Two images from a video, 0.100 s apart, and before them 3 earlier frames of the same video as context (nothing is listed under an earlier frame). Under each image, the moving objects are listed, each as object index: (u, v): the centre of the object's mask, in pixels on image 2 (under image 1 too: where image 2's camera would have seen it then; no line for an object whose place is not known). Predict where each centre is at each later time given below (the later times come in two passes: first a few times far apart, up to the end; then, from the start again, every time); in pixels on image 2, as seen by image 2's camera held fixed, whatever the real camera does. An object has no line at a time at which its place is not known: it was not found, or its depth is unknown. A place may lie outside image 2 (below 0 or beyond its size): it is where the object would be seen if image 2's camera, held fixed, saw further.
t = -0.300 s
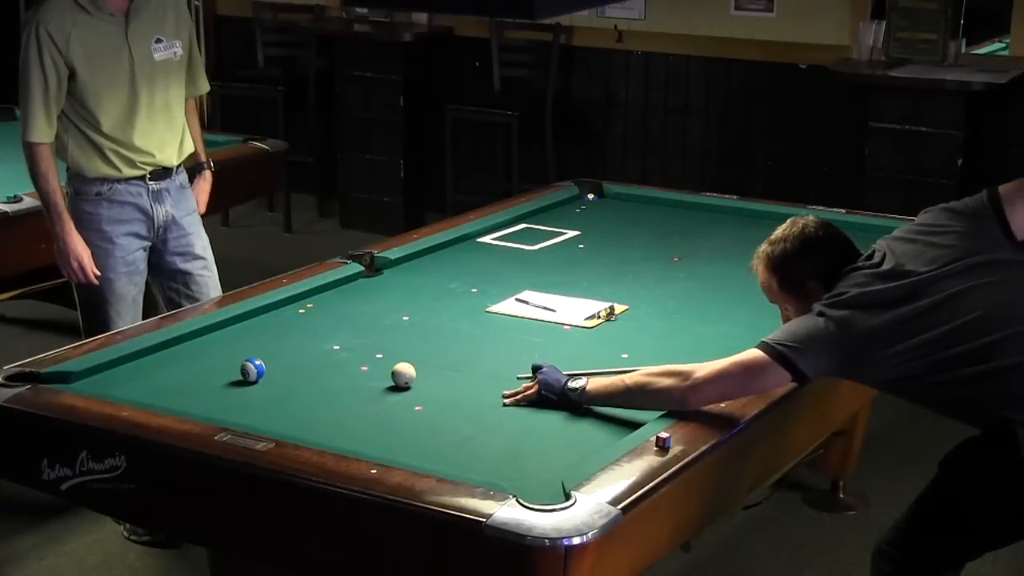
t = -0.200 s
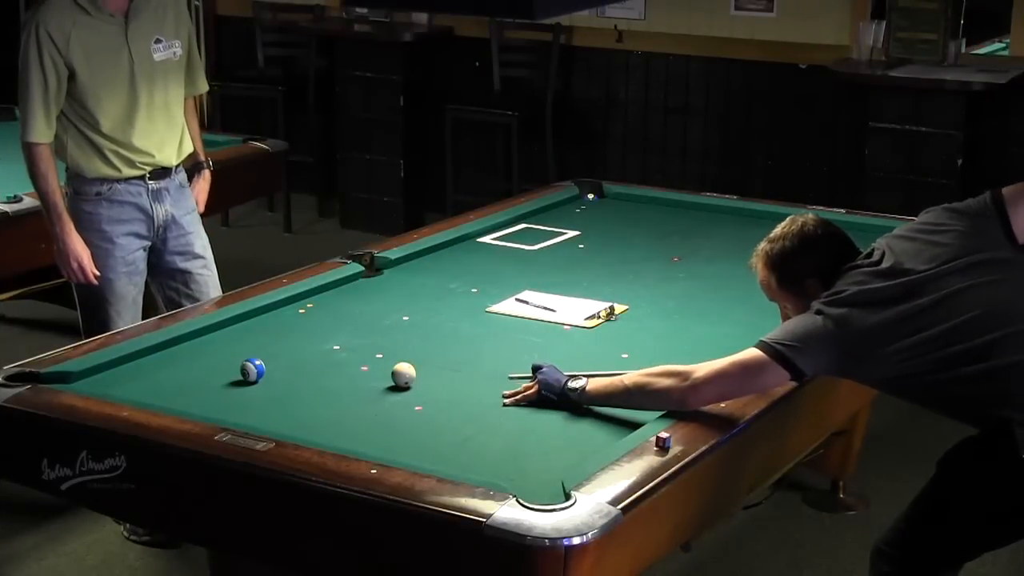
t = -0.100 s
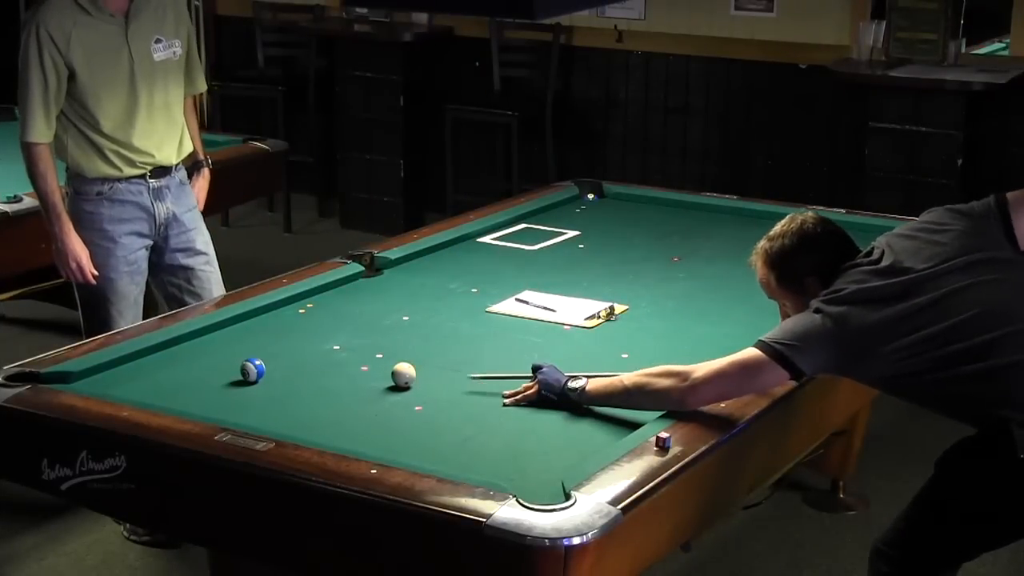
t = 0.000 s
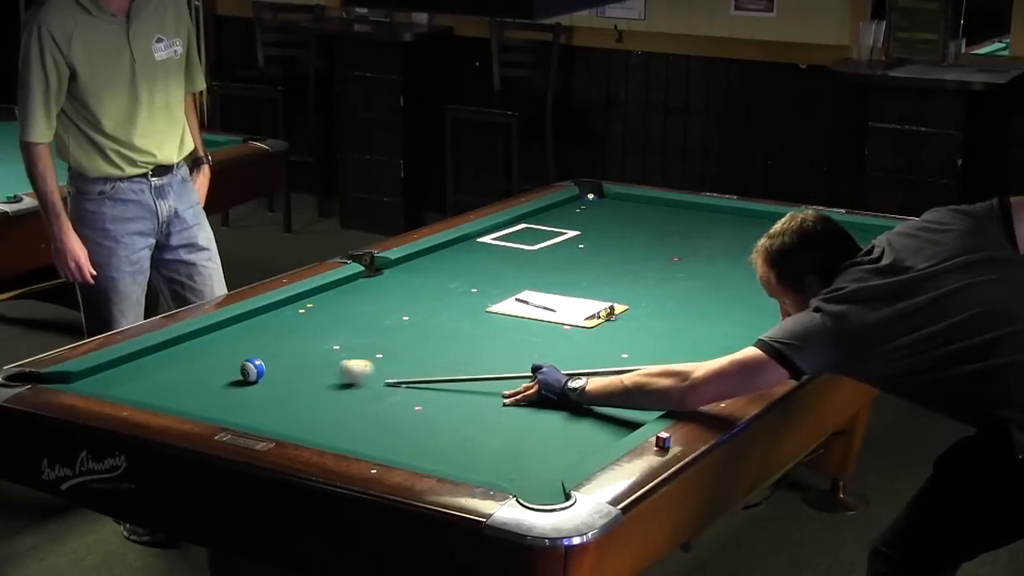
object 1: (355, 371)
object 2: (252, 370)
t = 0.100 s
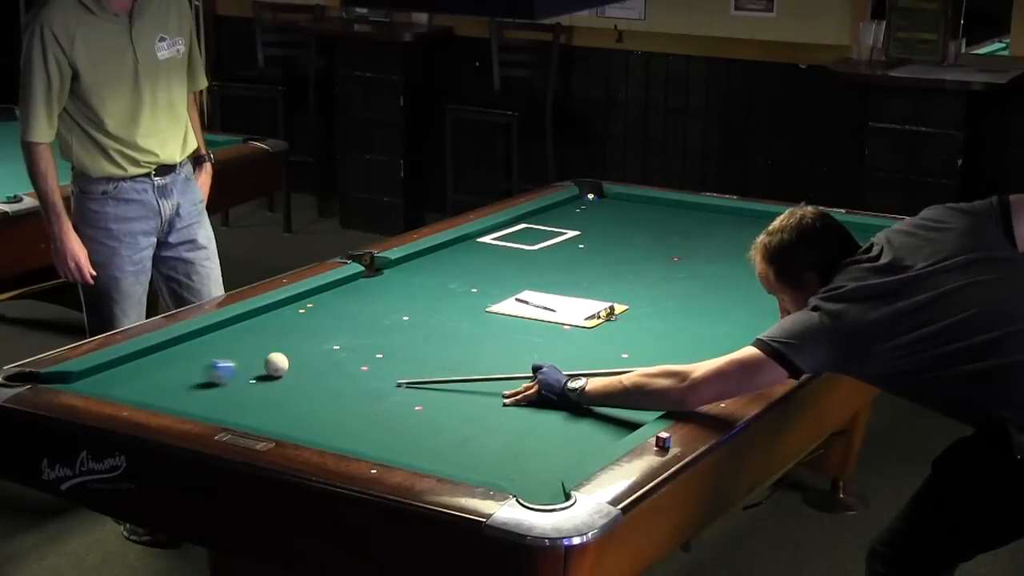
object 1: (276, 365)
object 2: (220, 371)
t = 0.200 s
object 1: (281, 356)
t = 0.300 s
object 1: (294, 349)
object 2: (43, 378)
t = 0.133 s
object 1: (277, 361)
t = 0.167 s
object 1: (278, 359)
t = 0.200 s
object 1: (281, 356)
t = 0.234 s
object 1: (285, 353)
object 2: (97, 378)
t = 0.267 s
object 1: (290, 351)
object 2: (70, 377)
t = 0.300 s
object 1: (294, 349)
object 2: (43, 378)
